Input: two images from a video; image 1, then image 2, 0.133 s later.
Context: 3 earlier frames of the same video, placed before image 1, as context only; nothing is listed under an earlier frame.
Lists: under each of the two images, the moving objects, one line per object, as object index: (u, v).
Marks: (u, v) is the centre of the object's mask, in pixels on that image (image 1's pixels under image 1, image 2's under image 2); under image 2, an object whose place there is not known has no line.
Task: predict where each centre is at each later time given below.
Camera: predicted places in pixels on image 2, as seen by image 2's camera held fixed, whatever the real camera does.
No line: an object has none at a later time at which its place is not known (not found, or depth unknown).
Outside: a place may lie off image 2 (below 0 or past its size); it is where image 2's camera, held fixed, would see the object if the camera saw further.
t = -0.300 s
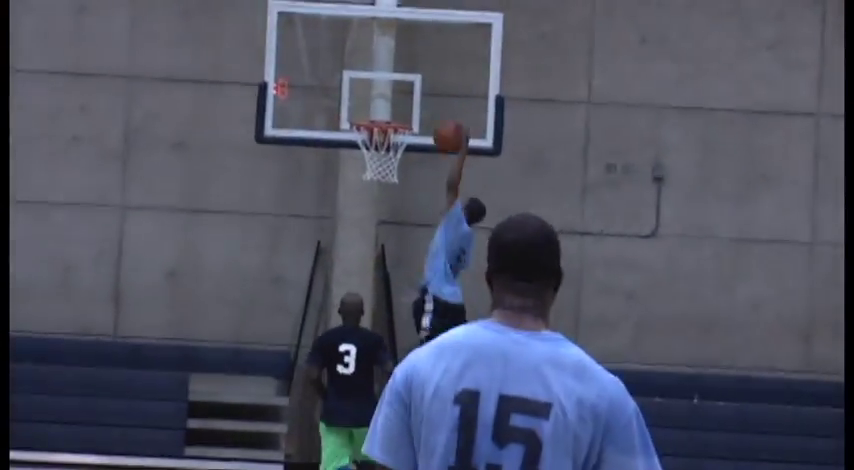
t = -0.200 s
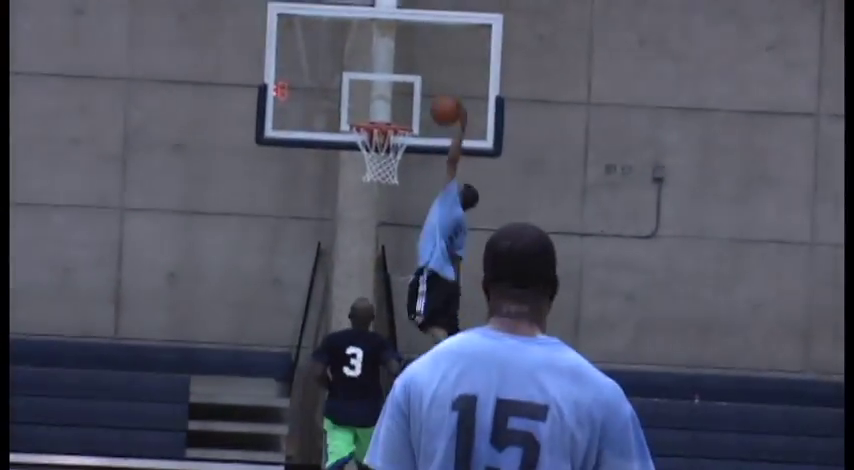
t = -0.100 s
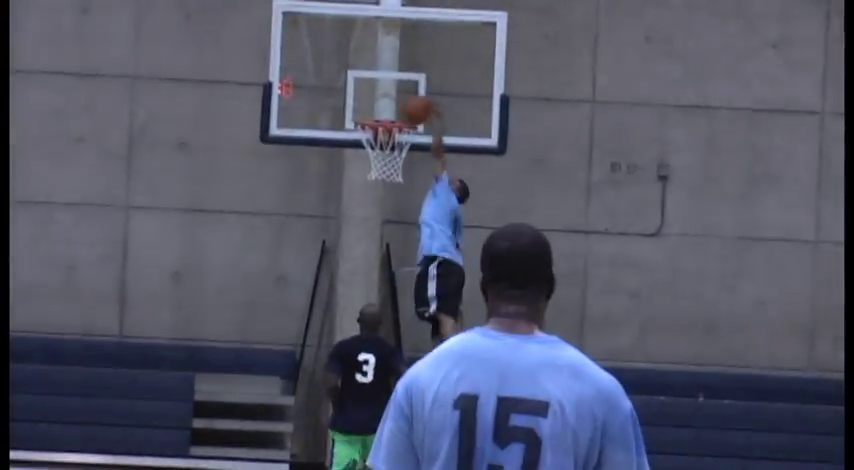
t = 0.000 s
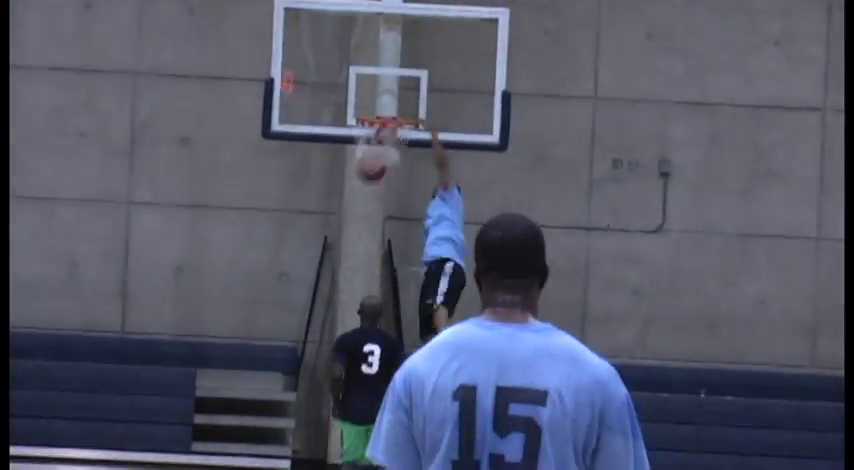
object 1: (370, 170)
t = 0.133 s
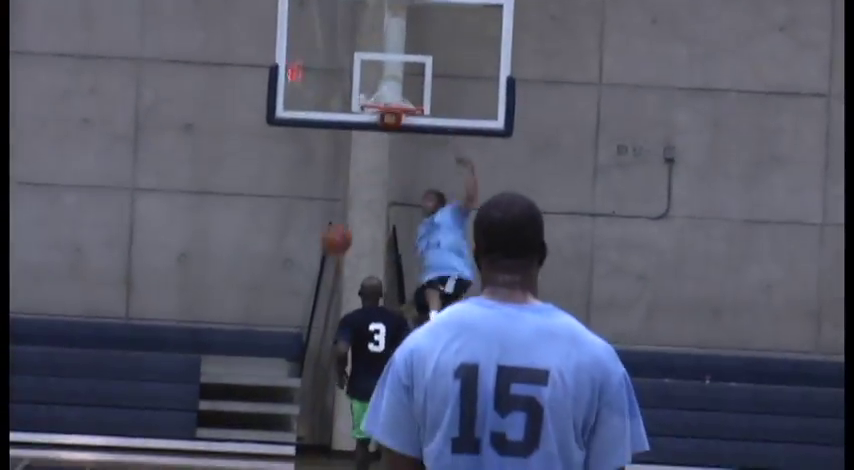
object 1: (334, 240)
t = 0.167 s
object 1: (326, 263)
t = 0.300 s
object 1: (286, 374)
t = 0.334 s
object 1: (275, 408)
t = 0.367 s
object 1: (264, 437)
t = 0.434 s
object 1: (253, 450)
